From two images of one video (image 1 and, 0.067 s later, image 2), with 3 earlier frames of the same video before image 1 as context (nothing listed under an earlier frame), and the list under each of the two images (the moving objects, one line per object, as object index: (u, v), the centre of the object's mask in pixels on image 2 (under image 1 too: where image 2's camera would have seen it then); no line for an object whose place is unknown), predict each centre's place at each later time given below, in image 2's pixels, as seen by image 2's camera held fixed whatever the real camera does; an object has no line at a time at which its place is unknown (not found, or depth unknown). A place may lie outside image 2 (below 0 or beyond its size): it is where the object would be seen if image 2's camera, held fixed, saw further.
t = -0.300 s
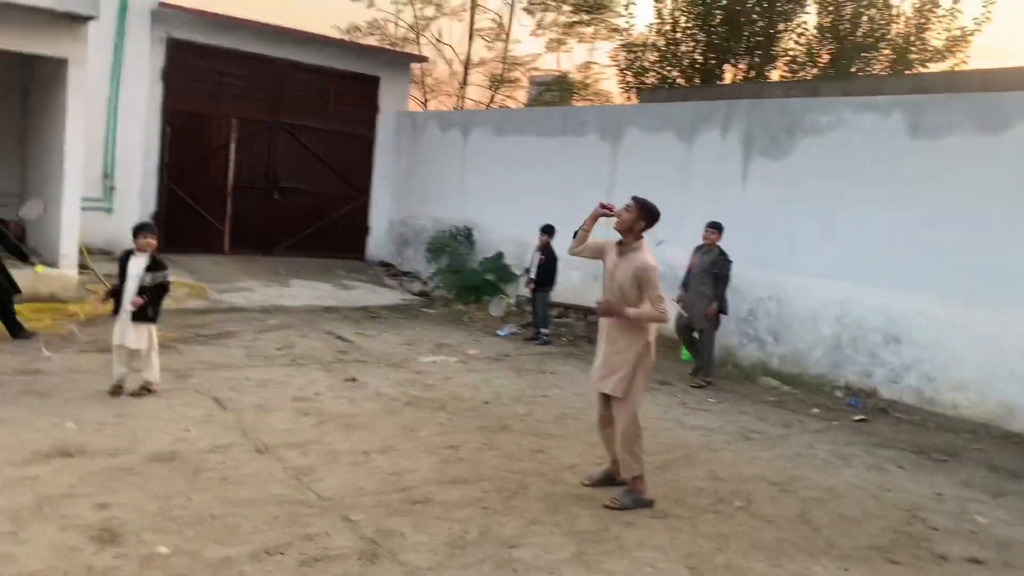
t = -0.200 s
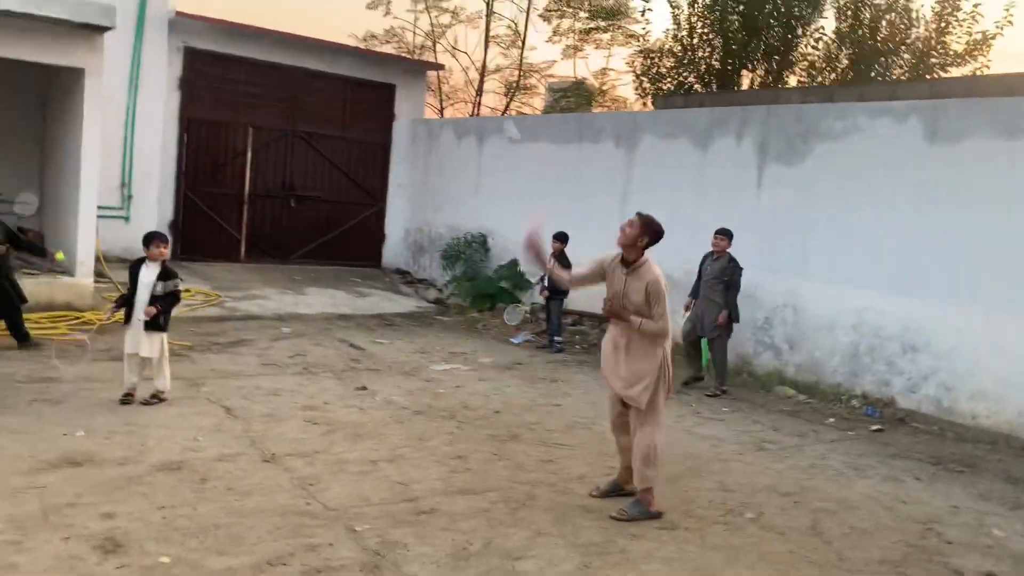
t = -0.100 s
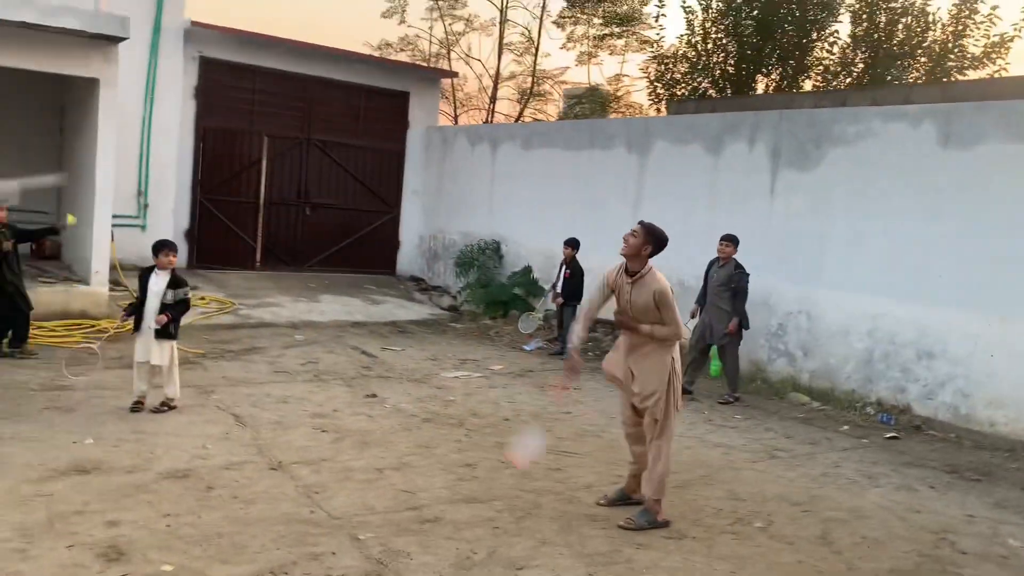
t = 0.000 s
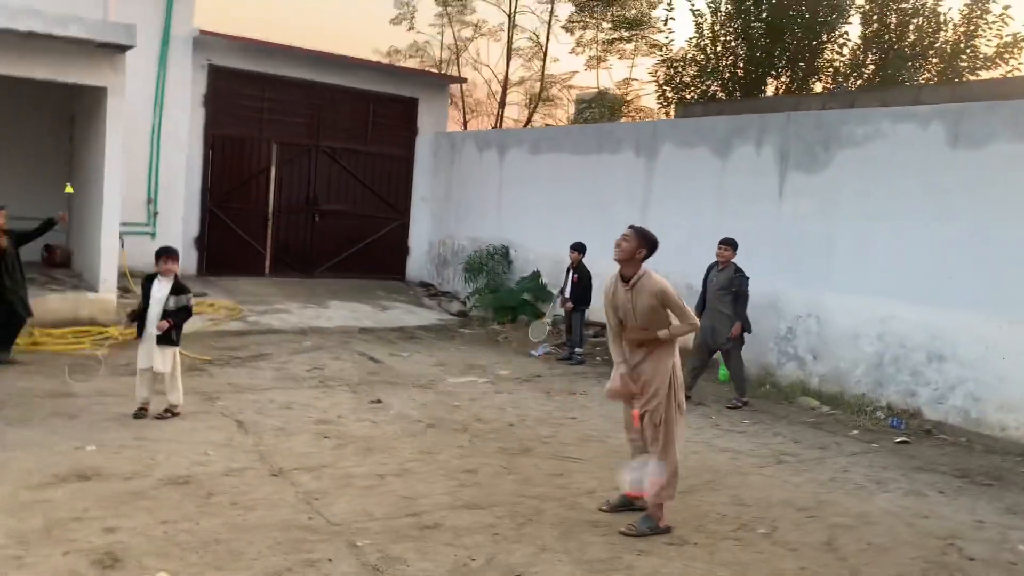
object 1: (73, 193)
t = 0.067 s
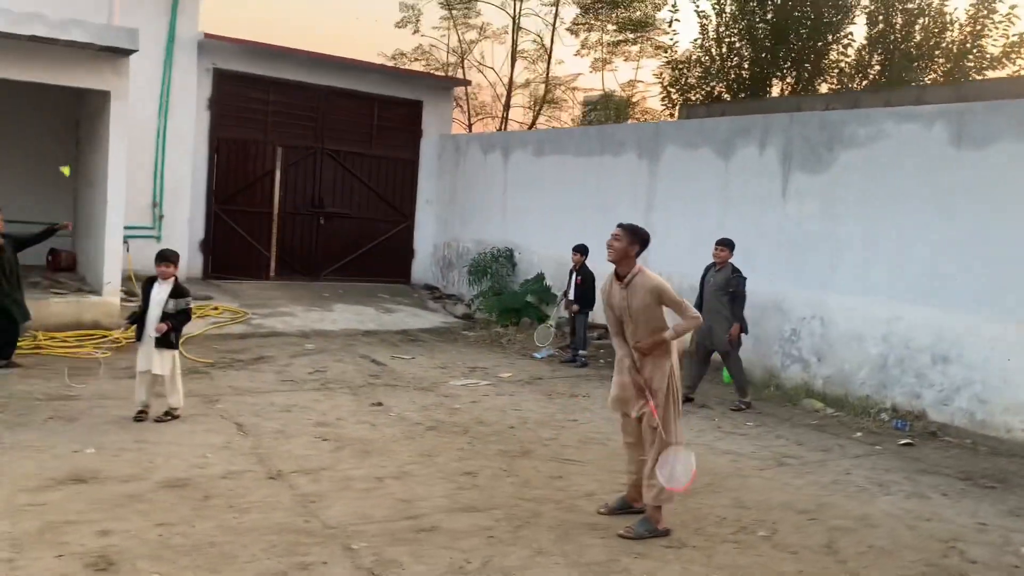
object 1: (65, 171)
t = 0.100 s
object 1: (59, 162)
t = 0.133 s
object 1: (53, 154)
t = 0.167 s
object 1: (47, 148)
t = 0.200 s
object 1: (41, 145)
